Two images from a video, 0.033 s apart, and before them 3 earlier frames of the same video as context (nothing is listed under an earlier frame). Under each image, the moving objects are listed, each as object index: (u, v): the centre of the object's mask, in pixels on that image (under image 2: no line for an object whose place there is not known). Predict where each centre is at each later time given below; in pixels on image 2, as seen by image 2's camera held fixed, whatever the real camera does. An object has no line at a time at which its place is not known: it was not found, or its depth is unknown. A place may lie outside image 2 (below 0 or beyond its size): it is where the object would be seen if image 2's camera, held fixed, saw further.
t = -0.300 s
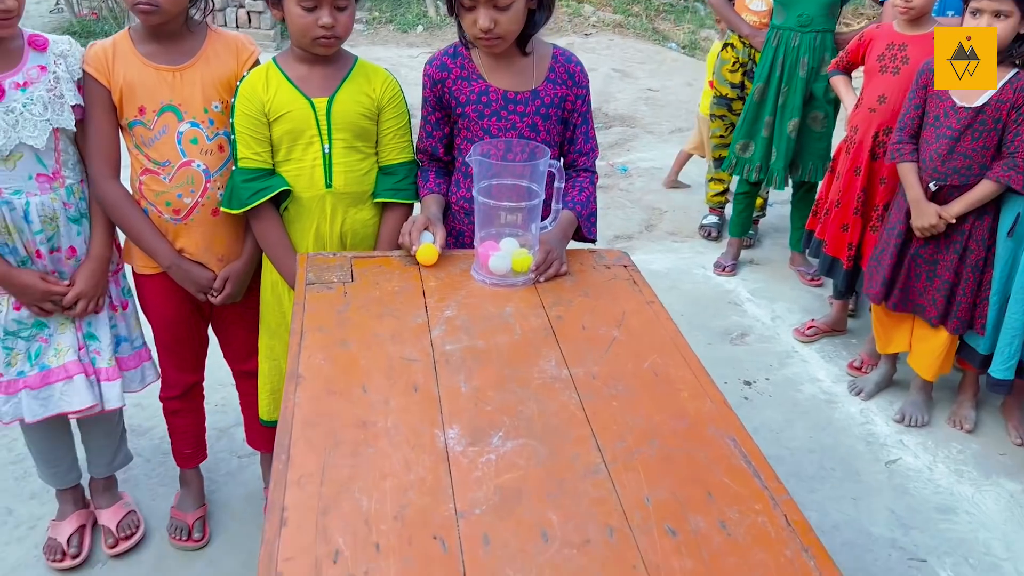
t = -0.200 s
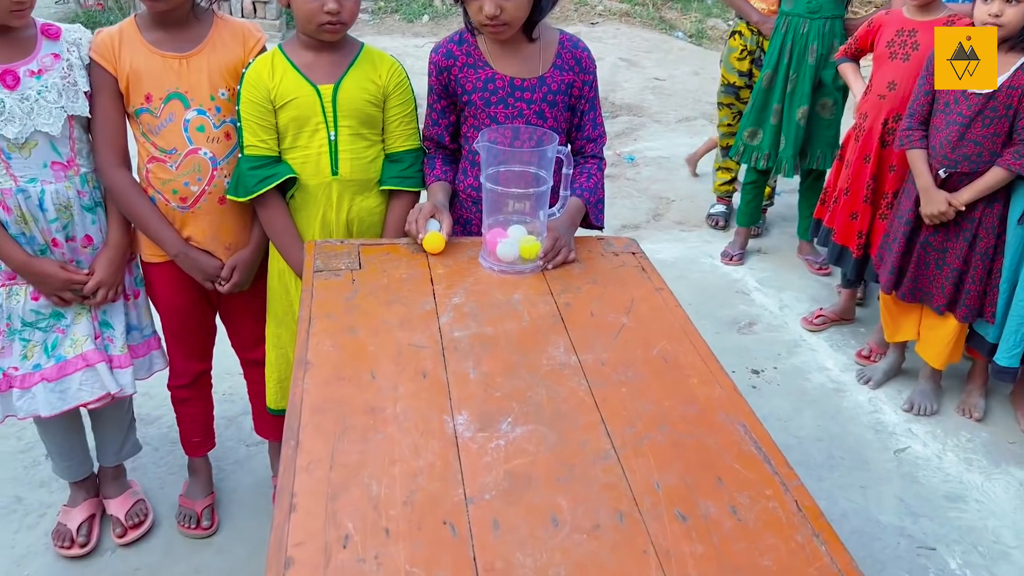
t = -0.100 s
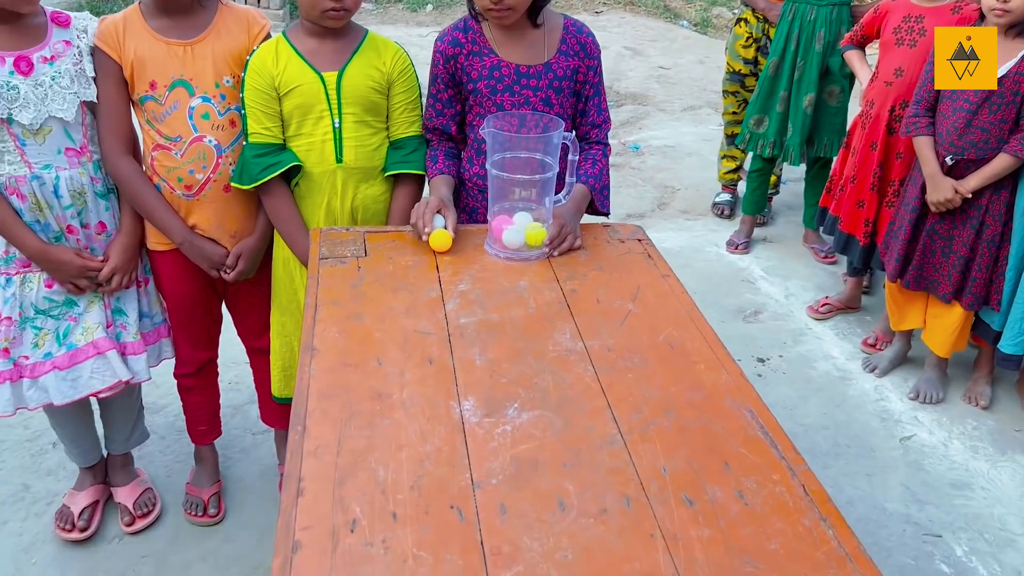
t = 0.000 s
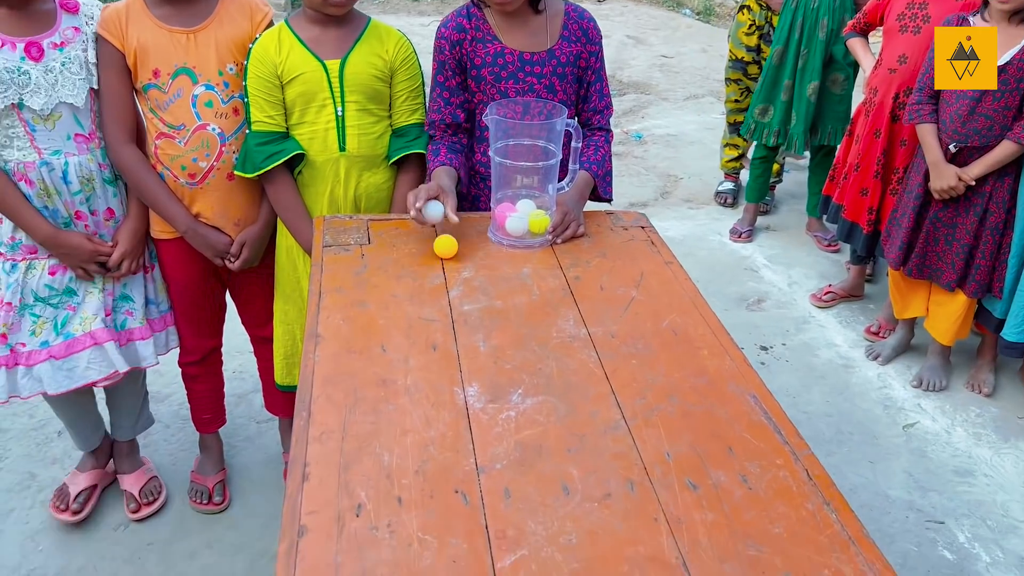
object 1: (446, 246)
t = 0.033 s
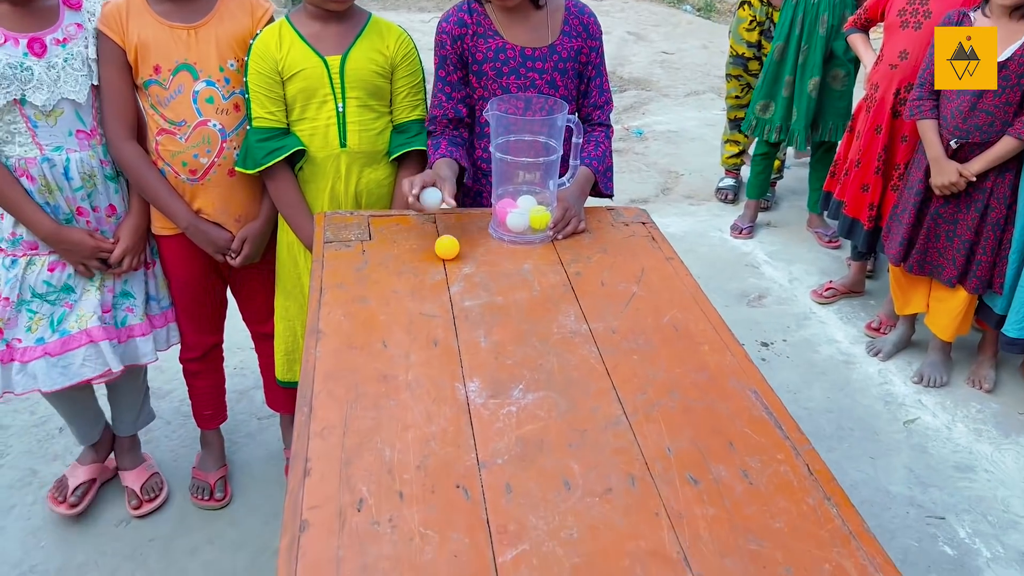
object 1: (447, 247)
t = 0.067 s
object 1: (447, 252)
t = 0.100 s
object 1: (448, 257)
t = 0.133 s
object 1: (448, 263)
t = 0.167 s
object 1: (448, 268)
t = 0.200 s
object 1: (447, 274)
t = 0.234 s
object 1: (447, 280)
